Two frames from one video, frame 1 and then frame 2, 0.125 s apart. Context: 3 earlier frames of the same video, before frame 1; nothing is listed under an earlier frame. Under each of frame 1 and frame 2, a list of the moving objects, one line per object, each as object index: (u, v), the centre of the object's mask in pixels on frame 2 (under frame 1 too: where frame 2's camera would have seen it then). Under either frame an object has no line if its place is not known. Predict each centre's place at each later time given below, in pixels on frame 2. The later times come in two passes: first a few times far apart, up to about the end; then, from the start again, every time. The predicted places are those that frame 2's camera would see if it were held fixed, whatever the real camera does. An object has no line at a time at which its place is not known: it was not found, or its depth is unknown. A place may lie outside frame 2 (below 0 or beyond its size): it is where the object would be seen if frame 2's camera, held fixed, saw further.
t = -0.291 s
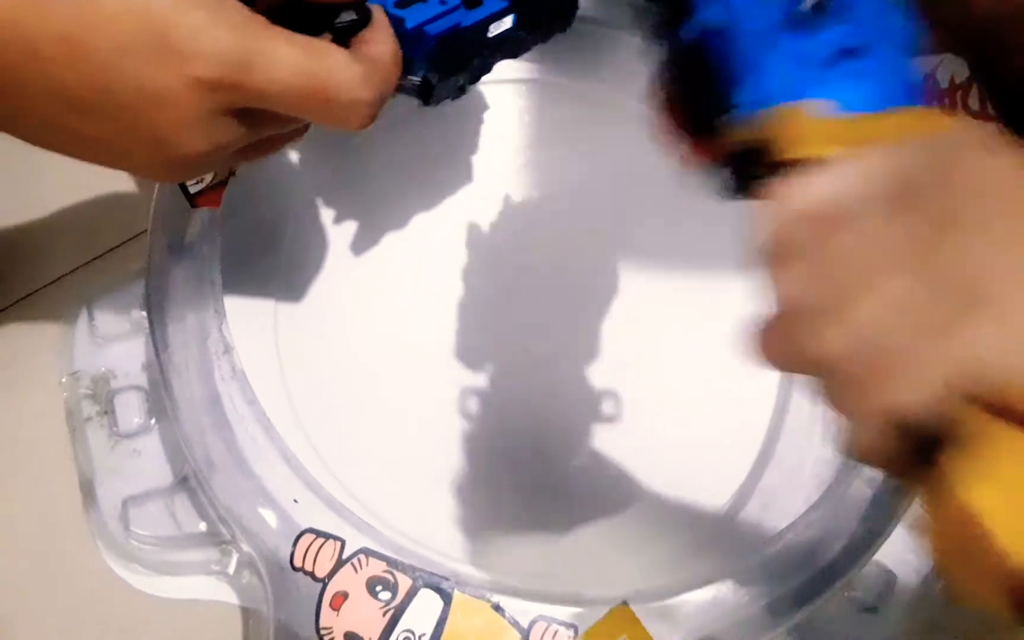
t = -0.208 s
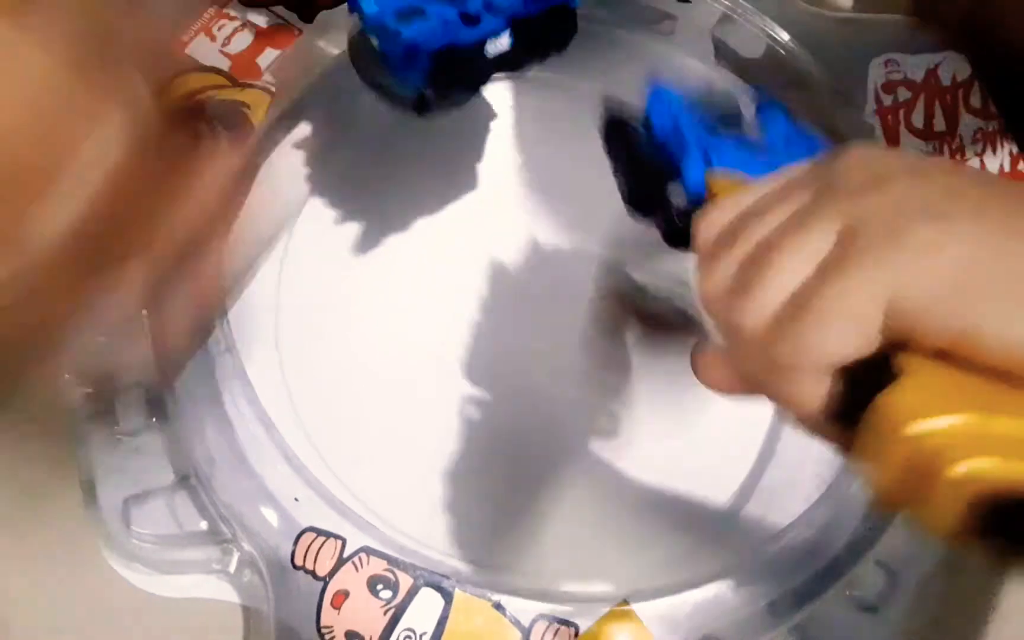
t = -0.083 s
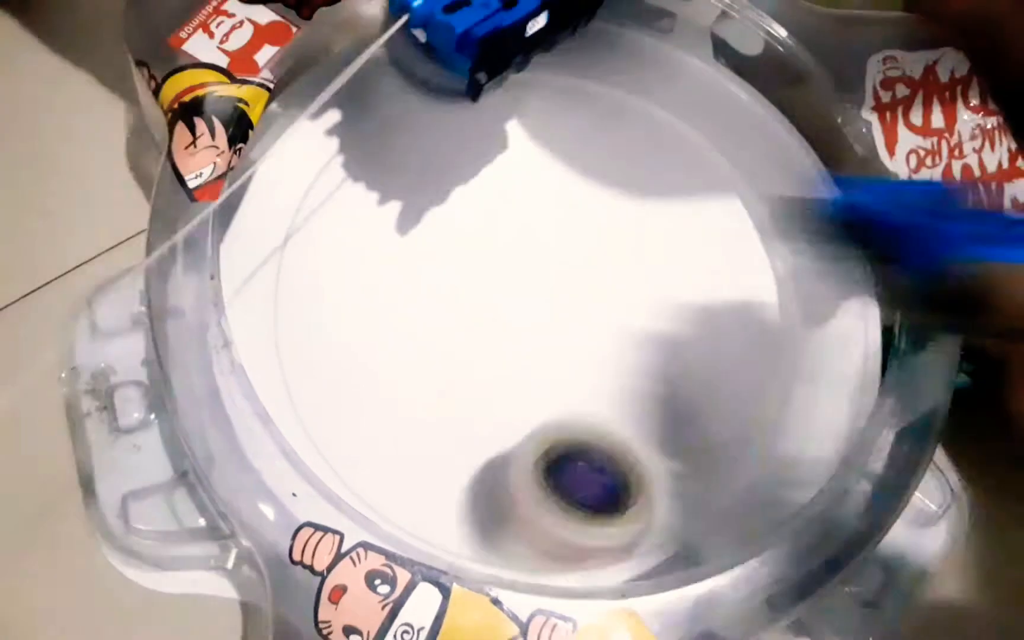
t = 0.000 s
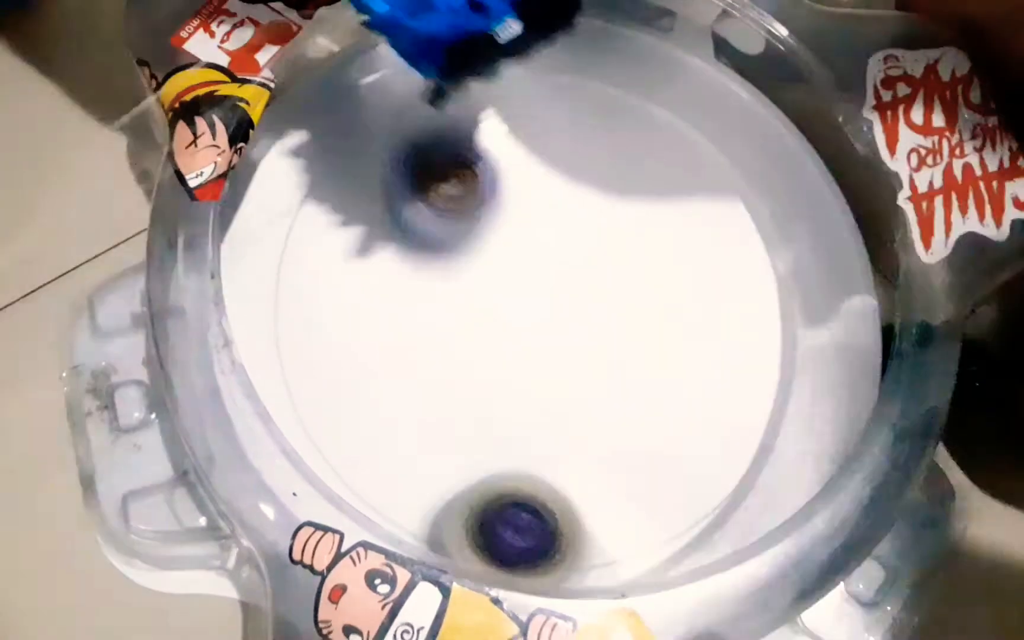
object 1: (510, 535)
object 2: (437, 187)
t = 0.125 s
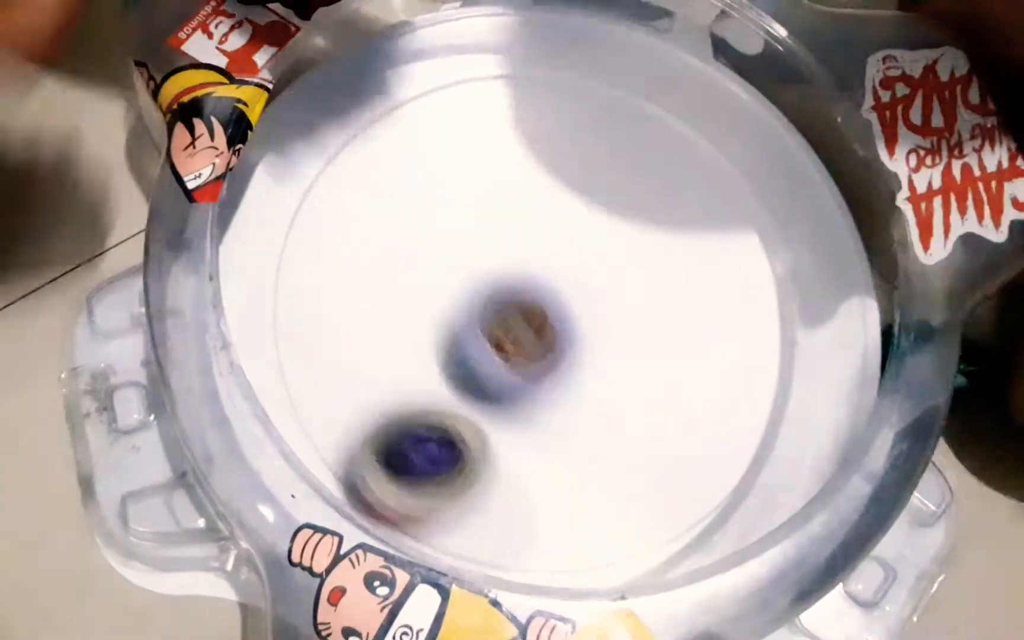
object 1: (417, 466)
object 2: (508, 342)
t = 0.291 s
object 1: (351, 317)
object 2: (611, 493)
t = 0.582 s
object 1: (457, 135)
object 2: (499, 468)
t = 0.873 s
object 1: (631, 232)
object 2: (458, 263)
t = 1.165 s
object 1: (634, 424)
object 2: (640, 233)
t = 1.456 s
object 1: (542, 356)
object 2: (672, 361)
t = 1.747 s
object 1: (467, 102)
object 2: (576, 406)
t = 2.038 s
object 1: (374, 141)
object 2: (558, 293)
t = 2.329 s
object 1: (294, 177)
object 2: (681, 342)
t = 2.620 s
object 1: (290, 247)
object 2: (734, 340)
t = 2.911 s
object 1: (480, 346)
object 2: (591, 232)
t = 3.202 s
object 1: (550, 381)
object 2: (594, 107)
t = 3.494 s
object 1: (654, 484)
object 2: (515, 53)
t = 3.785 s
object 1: (653, 464)
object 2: (455, 220)
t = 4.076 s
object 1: (529, 273)
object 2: (352, 336)
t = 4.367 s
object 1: (384, 260)
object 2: (335, 413)
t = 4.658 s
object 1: (438, 319)
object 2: (451, 480)
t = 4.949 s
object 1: (569, 300)
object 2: (603, 460)
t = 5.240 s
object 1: (593, 207)
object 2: (698, 382)
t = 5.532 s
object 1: (541, 215)
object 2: (650, 289)
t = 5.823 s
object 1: (414, 347)
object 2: (626, 216)
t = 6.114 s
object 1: (623, 417)
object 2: (533, 183)
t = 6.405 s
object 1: (613, 195)
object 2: (442, 227)
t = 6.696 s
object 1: (361, 208)
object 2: (415, 350)
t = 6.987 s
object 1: (317, 305)
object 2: (591, 542)
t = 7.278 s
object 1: (543, 265)
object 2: (567, 419)
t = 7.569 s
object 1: (577, 139)
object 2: (458, 318)
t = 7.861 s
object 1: (511, 198)
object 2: (421, 295)
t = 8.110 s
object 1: (558, 259)
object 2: (440, 347)
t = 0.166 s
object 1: (389, 427)
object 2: (538, 391)
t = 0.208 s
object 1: (371, 393)
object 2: (567, 426)
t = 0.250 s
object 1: (358, 353)
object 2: (592, 461)
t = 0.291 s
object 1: (351, 317)
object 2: (611, 493)
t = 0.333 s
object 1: (352, 278)
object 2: (620, 516)
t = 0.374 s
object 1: (357, 245)
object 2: (617, 528)
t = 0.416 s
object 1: (367, 213)
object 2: (603, 535)
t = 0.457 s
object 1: (384, 184)
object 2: (580, 530)
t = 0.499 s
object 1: (404, 161)
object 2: (553, 519)
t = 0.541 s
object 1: (429, 144)
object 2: (523, 495)
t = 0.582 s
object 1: (457, 135)
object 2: (499, 468)
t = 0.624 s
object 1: (486, 133)
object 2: (477, 439)
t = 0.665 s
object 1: (515, 137)
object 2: (460, 407)
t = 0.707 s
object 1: (544, 147)
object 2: (447, 377)
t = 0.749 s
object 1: (570, 163)
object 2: (443, 344)
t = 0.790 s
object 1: (594, 183)
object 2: (443, 314)
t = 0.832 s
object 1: (615, 207)
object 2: (448, 287)
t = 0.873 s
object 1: (631, 232)
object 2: (458, 263)
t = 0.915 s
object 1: (641, 258)
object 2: (476, 243)
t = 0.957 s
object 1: (645, 283)
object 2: (502, 229)
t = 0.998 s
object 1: (643, 307)
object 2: (537, 225)
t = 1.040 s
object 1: (642, 335)
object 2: (566, 226)
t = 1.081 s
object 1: (644, 370)
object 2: (591, 222)
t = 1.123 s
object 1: (642, 400)
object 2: (615, 226)
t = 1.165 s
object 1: (634, 424)
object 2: (640, 233)
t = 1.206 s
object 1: (622, 439)
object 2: (661, 243)
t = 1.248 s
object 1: (609, 444)
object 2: (676, 258)
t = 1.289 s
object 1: (593, 440)
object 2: (687, 276)
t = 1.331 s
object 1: (578, 427)
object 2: (691, 296)
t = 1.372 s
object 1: (563, 409)
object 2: (682, 321)
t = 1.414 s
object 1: (552, 386)
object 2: (680, 341)
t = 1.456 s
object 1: (542, 356)
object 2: (672, 361)
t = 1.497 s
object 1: (531, 321)
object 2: (668, 377)
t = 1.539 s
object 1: (519, 282)
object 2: (657, 396)
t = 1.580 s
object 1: (512, 241)
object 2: (647, 408)
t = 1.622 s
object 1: (504, 202)
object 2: (633, 416)
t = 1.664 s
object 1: (495, 164)
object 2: (616, 419)
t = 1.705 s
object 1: (483, 129)
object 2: (597, 415)
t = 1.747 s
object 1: (467, 102)
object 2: (576, 406)
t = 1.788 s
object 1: (450, 85)
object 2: (557, 390)
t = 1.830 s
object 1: (437, 91)
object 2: (539, 371)
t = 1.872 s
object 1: (429, 110)
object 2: (524, 349)
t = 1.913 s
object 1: (425, 130)
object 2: (513, 323)
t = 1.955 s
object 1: (424, 151)
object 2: (505, 296)
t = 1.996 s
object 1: (421, 164)
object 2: (510, 279)
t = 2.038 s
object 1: (374, 141)
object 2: (558, 293)
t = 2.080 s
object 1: (343, 127)
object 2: (599, 307)
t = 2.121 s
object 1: (318, 136)
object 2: (636, 314)
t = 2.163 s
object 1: (306, 141)
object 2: (664, 321)
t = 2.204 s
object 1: (298, 148)
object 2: (683, 327)
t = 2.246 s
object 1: (293, 158)
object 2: (691, 333)
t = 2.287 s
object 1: (292, 167)
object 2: (690, 338)
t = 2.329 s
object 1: (294, 177)
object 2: (681, 342)
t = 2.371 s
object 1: (302, 186)
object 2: (659, 349)
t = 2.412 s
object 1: (318, 204)
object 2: (639, 351)
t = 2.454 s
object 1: (346, 230)
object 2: (616, 348)
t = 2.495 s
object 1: (378, 255)
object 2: (591, 343)
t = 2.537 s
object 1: (416, 278)
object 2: (567, 334)
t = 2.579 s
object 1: (403, 279)
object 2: (609, 328)
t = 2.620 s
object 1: (290, 247)
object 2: (734, 340)
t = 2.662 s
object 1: (257, 231)
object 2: (844, 337)
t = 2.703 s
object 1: (273, 241)
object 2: (829, 317)
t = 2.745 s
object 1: (310, 269)
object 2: (781, 302)
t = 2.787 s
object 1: (366, 284)
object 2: (711, 300)
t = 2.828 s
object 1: (420, 305)
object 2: (658, 285)
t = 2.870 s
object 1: (478, 312)
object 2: (604, 269)
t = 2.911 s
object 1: (480, 346)
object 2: (591, 232)
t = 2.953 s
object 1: (480, 374)
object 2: (584, 197)
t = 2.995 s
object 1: (487, 394)
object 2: (579, 170)
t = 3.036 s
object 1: (497, 403)
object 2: (582, 145)
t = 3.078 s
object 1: (509, 405)
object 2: (584, 128)
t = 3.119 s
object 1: (521, 401)
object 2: (590, 114)
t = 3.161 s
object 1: (537, 391)
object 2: (593, 107)
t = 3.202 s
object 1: (550, 381)
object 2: (594, 107)
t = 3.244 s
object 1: (562, 364)
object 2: (594, 113)
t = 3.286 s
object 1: (573, 344)
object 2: (592, 125)
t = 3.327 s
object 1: (581, 321)
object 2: (586, 146)
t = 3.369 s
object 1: (585, 298)
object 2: (580, 167)
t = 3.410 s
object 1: (594, 313)
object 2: (565, 158)
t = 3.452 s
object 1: (622, 401)
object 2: (532, 102)
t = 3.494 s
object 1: (654, 484)
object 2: (515, 53)
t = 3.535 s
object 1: (680, 520)
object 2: (489, 44)
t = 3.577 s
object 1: (685, 536)
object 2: (478, 54)
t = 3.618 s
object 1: (684, 532)
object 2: (468, 72)
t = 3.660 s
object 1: (680, 523)
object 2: (458, 105)
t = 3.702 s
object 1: (675, 513)
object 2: (454, 143)
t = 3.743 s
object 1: (665, 498)
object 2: (454, 184)
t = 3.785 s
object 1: (653, 464)
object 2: (455, 220)
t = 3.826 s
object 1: (642, 432)
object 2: (451, 253)
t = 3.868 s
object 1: (627, 401)
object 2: (442, 281)
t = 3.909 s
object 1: (612, 369)
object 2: (426, 299)
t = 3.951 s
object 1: (596, 342)
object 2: (407, 312)
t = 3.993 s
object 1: (577, 316)
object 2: (387, 321)
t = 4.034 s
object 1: (556, 292)
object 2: (369, 329)
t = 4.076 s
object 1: (529, 273)
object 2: (352, 336)
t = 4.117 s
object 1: (500, 259)
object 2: (342, 342)
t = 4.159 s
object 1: (470, 250)
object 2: (336, 348)
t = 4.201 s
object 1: (442, 249)
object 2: (335, 353)
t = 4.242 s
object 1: (419, 250)
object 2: (337, 363)
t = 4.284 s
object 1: (405, 245)
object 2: (332, 383)
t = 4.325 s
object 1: (392, 251)
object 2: (332, 400)
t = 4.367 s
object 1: (384, 260)
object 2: (335, 413)
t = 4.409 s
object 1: (379, 272)
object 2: (345, 421)
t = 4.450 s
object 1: (380, 285)
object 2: (359, 427)
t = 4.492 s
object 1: (387, 295)
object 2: (379, 438)
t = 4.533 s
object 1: (397, 302)
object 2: (397, 452)
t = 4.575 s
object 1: (409, 309)
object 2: (413, 463)
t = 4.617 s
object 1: (423, 315)
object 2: (432, 473)
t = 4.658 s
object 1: (438, 319)
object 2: (451, 480)
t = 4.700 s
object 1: (456, 322)
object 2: (473, 484)
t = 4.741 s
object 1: (474, 324)
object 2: (495, 484)
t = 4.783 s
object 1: (495, 323)
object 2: (519, 482)
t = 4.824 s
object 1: (514, 321)
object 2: (541, 478)
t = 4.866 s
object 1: (533, 316)
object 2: (565, 471)
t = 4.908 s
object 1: (552, 310)
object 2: (584, 466)
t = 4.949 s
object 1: (569, 300)
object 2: (603, 460)
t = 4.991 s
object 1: (585, 287)
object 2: (624, 449)
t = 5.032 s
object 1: (596, 270)
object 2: (638, 441)
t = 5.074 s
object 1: (603, 253)
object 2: (652, 430)
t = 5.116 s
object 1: (605, 239)
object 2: (667, 419)
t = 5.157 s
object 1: (603, 224)
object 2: (684, 405)
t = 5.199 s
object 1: (599, 214)
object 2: (693, 395)
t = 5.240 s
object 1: (593, 207)
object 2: (698, 382)
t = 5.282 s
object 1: (586, 202)
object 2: (704, 368)
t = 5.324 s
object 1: (578, 200)
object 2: (708, 354)
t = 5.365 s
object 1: (571, 199)
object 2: (705, 340)
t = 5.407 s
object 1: (563, 202)
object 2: (698, 327)
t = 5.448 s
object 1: (556, 204)
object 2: (684, 313)
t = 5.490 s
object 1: (548, 209)
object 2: (666, 302)
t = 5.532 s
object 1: (541, 215)
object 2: (650, 289)
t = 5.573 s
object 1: (512, 219)
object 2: (653, 281)
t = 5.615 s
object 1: (477, 225)
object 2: (660, 269)
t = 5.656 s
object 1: (448, 237)
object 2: (658, 256)
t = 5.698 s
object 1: (425, 261)
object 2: (653, 245)
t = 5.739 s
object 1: (411, 287)
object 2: (645, 235)
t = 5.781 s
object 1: (407, 315)
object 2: (636, 225)
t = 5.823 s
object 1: (414, 347)
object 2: (626, 216)
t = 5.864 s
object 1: (430, 375)
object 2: (614, 207)
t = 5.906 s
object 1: (452, 399)
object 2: (602, 200)
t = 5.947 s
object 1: (479, 419)
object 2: (590, 194)
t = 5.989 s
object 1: (515, 432)
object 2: (577, 189)
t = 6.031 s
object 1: (551, 436)
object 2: (563, 186)
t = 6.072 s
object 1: (591, 431)
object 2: (548, 184)
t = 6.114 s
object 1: (623, 417)
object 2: (533, 183)
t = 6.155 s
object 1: (651, 396)
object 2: (517, 185)
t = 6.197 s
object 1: (667, 367)
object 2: (501, 189)
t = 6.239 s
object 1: (674, 333)
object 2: (488, 193)
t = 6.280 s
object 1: (670, 298)
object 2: (474, 199)
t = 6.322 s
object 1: (659, 260)
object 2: (462, 207)
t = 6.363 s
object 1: (639, 224)
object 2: (451, 216)
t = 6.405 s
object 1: (613, 195)
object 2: (442, 227)
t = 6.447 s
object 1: (577, 171)
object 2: (433, 239)
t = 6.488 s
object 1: (544, 155)
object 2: (429, 251)
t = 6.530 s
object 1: (501, 152)
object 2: (423, 264)
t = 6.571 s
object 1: (460, 156)
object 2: (418, 280)
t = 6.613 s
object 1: (422, 166)
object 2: (417, 303)
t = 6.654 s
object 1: (388, 180)
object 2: (416, 326)
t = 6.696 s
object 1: (361, 208)
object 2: (415, 350)
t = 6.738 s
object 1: (342, 239)
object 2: (416, 375)
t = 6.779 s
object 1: (334, 276)
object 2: (419, 397)
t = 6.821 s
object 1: (320, 299)
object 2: (449, 432)
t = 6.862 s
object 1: (294, 297)
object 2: (491, 474)
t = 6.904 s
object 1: (289, 294)
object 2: (529, 512)
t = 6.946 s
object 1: (295, 299)
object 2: (561, 531)
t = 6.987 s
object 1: (317, 305)
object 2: (591, 542)
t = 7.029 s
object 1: (347, 312)
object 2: (616, 541)
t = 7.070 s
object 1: (382, 313)
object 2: (618, 536)
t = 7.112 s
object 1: (419, 315)
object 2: (622, 523)
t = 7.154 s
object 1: (454, 312)
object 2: (614, 495)
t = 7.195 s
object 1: (486, 304)
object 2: (601, 466)
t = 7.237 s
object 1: (516, 288)
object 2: (585, 443)
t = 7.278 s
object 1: (543, 265)
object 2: (567, 419)
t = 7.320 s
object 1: (567, 242)
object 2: (550, 399)
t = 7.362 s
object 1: (584, 217)
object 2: (533, 378)
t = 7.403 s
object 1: (592, 194)
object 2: (517, 362)
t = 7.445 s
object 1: (594, 174)
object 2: (500, 348)
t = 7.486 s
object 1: (593, 159)
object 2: (486, 337)
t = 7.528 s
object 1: (586, 146)
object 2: (471, 327)
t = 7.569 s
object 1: (577, 139)
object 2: (458, 318)
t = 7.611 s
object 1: (567, 136)
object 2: (446, 310)
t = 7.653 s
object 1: (555, 137)
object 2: (435, 303)
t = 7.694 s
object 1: (544, 142)
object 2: (426, 299)
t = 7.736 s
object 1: (534, 151)
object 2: (421, 295)
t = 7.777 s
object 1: (524, 165)
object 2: (418, 294)
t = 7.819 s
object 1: (514, 182)
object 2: (419, 293)
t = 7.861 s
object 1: (511, 198)
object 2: (421, 295)
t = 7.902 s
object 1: (517, 207)
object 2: (419, 307)
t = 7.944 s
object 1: (526, 217)
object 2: (420, 322)
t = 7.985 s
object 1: (534, 228)
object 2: (426, 330)
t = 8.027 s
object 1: (540, 239)
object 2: (434, 334)
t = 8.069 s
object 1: (547, 250)
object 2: (437, 339)
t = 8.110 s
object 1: (558, 259)
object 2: (440, 347)
